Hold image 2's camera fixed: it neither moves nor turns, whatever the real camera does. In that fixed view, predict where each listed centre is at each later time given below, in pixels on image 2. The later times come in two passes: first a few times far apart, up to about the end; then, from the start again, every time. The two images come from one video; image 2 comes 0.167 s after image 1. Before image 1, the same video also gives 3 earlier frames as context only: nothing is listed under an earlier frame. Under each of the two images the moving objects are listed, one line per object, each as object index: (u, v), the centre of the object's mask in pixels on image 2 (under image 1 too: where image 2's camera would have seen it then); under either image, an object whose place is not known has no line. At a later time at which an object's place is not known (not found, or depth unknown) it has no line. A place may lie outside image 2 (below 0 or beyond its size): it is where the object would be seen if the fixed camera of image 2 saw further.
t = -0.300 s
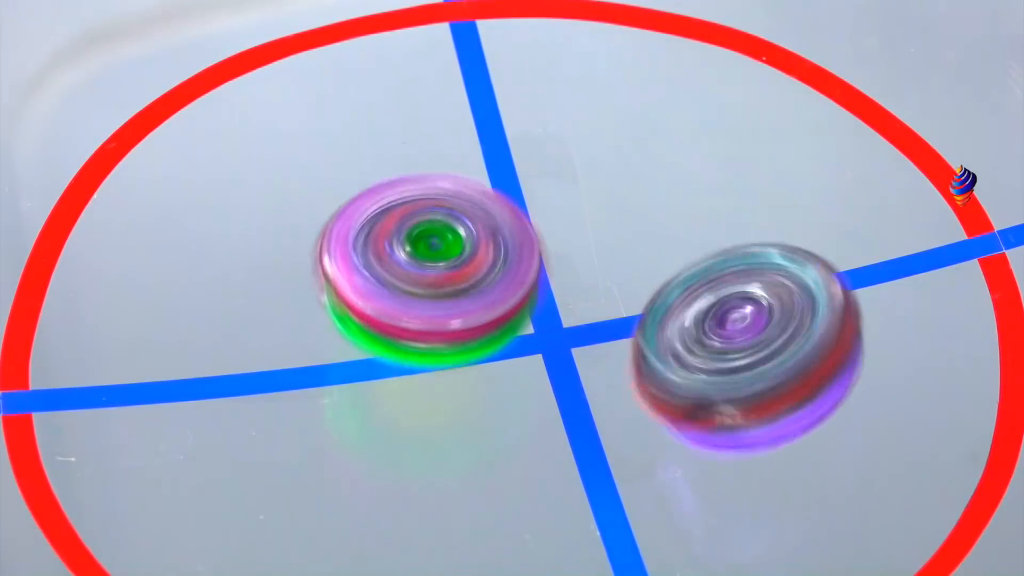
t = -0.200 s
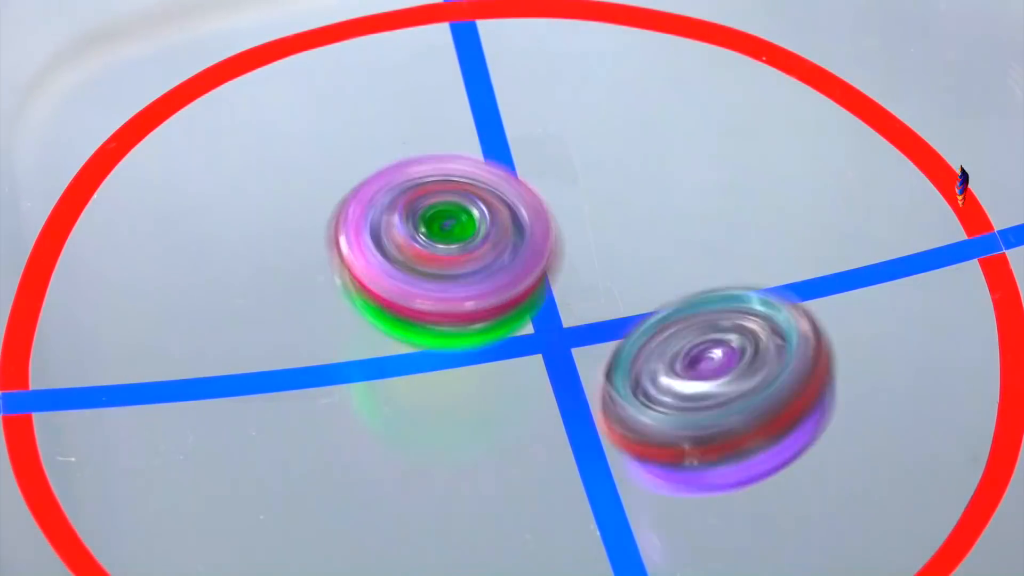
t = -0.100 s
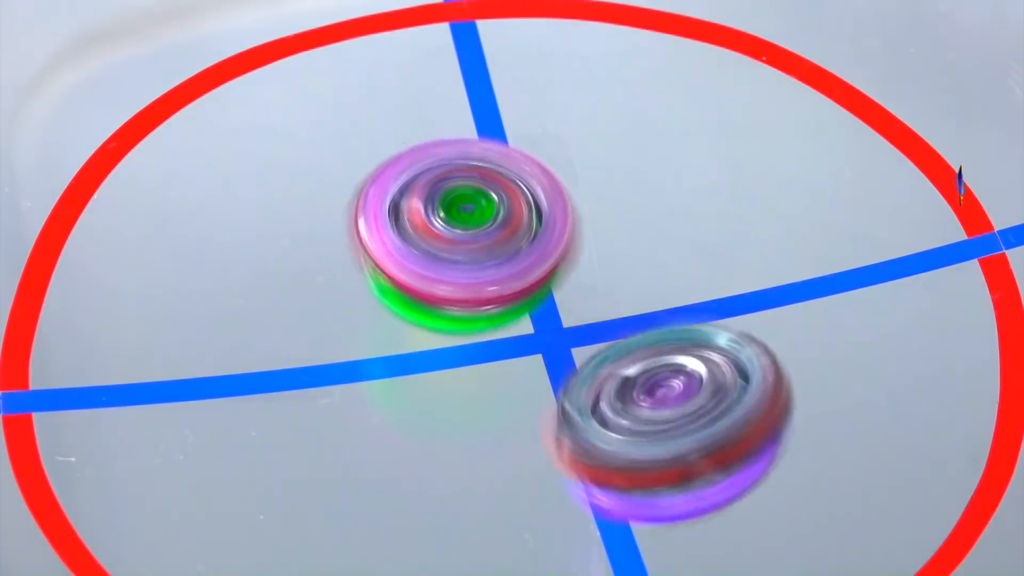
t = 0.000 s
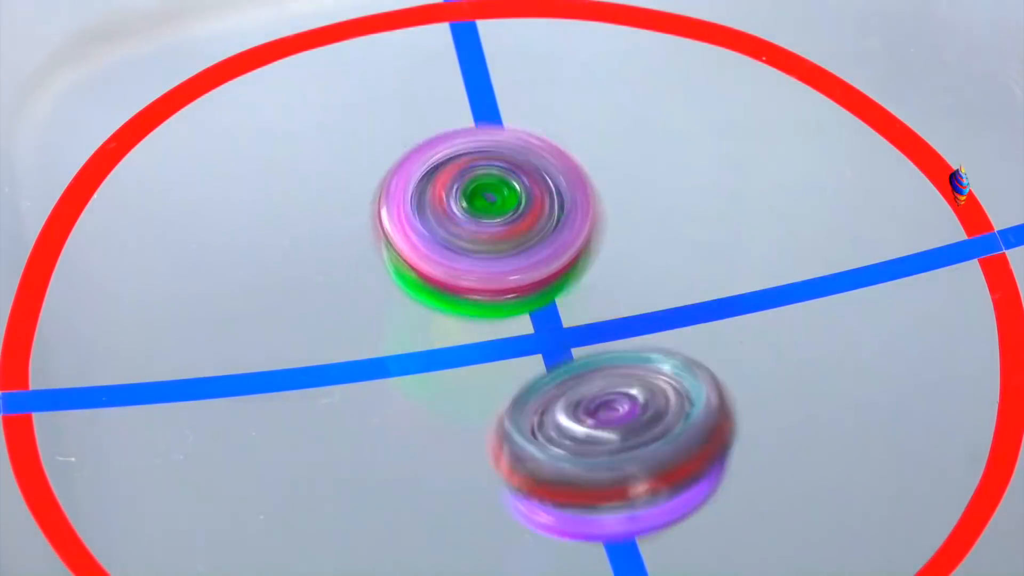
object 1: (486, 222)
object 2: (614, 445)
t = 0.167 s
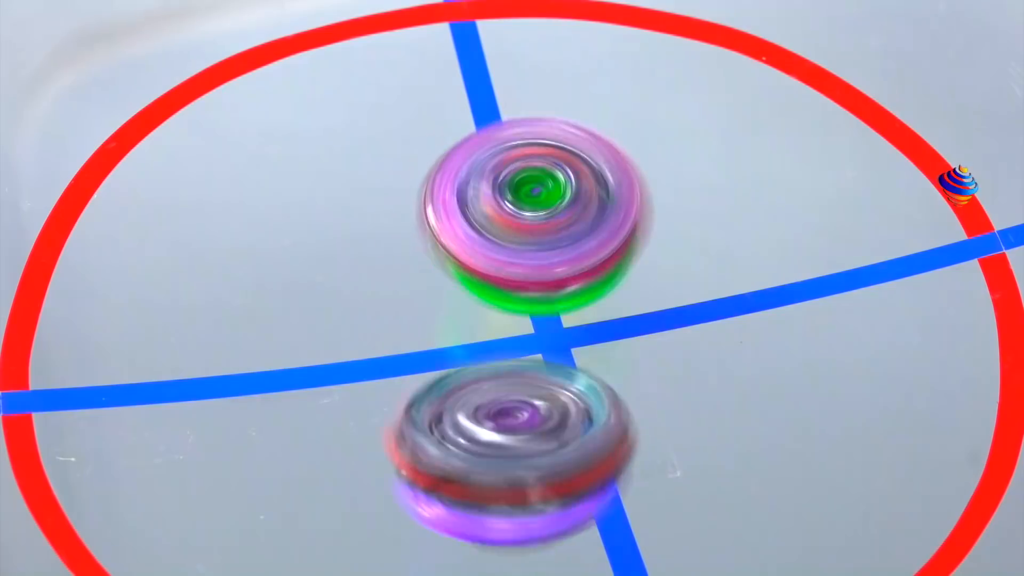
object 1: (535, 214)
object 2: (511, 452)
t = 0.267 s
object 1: (563, 217)
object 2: (451, 437)
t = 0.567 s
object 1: (629, 257)
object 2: (334, 332)
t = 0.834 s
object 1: (631, 311)
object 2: (345, 215)
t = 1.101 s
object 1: (585, 349)
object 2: (455, 138)
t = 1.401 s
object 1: (508, 349)
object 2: (624, 146)
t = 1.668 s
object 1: (466, 312)
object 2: (732, 230)
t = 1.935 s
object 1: (472, 266)
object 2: (732, 346)
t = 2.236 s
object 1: (526, 233)
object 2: (592, 433)
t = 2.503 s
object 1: (586, 241)
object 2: (436, 410)
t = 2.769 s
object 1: (627, 276)
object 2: (348, 312)
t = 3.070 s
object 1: (610, 318)
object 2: (391, 191)
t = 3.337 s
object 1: (564, 338)
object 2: (519, 140)
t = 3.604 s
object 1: (512, 328)
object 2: (661, 176)
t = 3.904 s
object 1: (483, 288)
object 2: (729, 289)
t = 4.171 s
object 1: (497, 253)
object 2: (656, 391)
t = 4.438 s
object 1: (540, 238)
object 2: (502, 420)
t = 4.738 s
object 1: (589, 254)
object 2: (373, 340)
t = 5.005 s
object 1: (613, 288)
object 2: (373, 232)
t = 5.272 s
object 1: (596, 322)
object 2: (476, 161)
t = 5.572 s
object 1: (550, 369)
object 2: (636, 166)
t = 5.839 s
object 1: (499, 366)
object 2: (711, 255)
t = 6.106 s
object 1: (405, 330)
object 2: (712, 346)
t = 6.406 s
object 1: (398, 249)
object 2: (555, 387)
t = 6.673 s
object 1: (463, 172)
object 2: (440, 352)
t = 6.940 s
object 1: (595, 138)
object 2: (402, 285)
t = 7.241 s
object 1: (730, 212)
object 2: (467, 219)
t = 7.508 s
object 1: (743, 330)
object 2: (552, 223)
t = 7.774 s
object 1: (644, 446)
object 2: (566, 242)
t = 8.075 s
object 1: (421, 440)
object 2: (561, 276)
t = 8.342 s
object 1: (307, 326)
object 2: (540, 277)
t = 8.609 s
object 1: (310, 193)
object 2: (592, 275)
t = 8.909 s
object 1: (504, 142)
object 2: (621, 291)
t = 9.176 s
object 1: (661, 187)
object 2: (604, 370)
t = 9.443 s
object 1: (725, 286)
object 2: (476, 415)
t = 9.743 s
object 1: (628, 361)
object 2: (380, 346)
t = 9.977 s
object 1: (606, 366)
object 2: (332, 218)
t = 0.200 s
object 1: (544, 215)
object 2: (489, 448)
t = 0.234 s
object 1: (553, 215)
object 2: (471, 444)
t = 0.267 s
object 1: (563, 217)
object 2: (451, 437)
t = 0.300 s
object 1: (572, 219)
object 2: (434, 429)
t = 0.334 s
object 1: (581, 222)
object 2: (418, 420)
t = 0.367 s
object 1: (589, 226)
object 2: (400, 410)
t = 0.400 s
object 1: (598, 230)
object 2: (385, 398)
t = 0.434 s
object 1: (606, 235)
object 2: (373, 387)
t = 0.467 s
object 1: (613, 240)
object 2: (361, 373)
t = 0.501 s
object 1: (620, 245)
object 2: (351, 360)
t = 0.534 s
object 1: (625, 251)
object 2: (342, 346)
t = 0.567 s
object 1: (629, 257)
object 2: (334, 332)
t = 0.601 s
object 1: (632, 263)
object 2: (328, 317)
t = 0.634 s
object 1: (634, 270)
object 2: (325, 301)
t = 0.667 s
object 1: (636, 277)
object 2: (326, 285)
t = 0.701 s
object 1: (636, 284)
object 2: (326, 270)
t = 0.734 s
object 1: (636, 291)
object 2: (329, 257)
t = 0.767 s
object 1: (635, 298)
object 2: (334, 243)
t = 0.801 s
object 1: (633, 304)
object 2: (338, 229)
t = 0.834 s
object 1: (631, 311)
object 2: (345, 215)
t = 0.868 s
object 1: (628, 317)
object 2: (355, 202)
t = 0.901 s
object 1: (624, 323)
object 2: (367, 191)
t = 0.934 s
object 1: (619, 328)
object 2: (380, 179)
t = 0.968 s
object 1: (613, 333)
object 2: (393, 169)
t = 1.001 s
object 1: (607, 338)
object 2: (408, 160)
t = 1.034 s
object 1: (601, 343)
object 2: (421, 153)
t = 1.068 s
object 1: (593, 346)
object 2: (437, 145)
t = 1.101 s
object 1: (585, 349)
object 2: (455, 138)
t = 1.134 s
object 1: (577, 352)
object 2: (474, 135)
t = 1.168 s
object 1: (568, 354)
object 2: (493, 132)
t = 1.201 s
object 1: (560, 356)
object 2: (511, 129)
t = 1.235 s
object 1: (551, 356)
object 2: (530, 130)
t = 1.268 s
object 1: (542, 356)
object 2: (548, 132)
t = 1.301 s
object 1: (533, 355)
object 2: (567, 133)
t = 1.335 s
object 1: (525, 353)
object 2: (588, 135)
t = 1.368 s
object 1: (516, 351)
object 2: (606, 141)
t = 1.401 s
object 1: (508, 349)
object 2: (624, 146)
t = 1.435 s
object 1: (501, 346)
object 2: (641, 154)
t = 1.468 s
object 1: (494, 342)
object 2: (658, 163)
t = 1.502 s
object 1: (488, 338)
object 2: (673, 174)
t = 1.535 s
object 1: (482, 333)
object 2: (686, 183)
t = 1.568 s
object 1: (477, 329)
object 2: (700, 193)
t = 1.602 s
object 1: (472, 324)
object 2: (713, 205)
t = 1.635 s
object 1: (469, 318)
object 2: (724, 218)
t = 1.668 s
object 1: (466, 312)
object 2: (732, 230)
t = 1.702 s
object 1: (464, 306)
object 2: (740, 245)
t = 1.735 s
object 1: (463, 300)
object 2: (745, 260)
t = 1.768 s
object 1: (462, 294)
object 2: (747, 275)
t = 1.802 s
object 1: (463, 288)
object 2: (747, 289)
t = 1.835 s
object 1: (464, 283)
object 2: (748, 303)
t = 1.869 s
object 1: (466, 277)
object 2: (745, 318)
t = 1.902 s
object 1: (469, 271)
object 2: (739, 333)
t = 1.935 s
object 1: (472, 266)
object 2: (732, 346)
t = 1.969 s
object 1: (476, 261)
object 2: (723, 361)
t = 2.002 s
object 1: (480, 256)
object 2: (712, 375)
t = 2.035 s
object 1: (485, 251)
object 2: (696, 387)
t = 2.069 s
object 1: (491, 247)
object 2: (682, 397)
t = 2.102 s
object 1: (497, 243)
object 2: (667, 407)
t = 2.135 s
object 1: (504, 240)
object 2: (651, 416)
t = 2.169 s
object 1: (511, 237)
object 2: (631, 424)
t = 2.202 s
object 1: (518, 235)
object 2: (612, 429)
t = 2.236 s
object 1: (526, 233)
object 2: (592, 433)
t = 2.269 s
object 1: (534, 232)
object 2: (572, 436)
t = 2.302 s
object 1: (541, 231)
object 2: (552, 438)
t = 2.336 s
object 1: (549, 231)
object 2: (529, 437)
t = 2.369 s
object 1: (557, 232)
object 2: (508, 435)
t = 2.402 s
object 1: (565, 233)
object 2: (489, 432)
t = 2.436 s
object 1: (572, 235)
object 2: (470, 426)
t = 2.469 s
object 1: (579, 238)
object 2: (453, 419)
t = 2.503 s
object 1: (586, 241)
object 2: (436, 410)
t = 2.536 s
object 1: (593, 244)
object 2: (420, 401)
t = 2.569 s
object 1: (600, 248)
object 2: (405, 390)
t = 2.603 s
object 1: (606, 252)
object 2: (391, 379)
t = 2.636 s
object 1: (611, 257)
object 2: (380, 368)
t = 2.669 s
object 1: (616, 261)
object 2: (370, 355)
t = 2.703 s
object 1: (621, 266)
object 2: (361, 341)
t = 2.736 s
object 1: (624, 271)
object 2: (353, 327)
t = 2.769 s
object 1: (627, 276)
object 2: (348, 312)
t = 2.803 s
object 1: (628, 281)
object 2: (345, 297)
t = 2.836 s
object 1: (630, 286)
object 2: (345, 282)
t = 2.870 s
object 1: (629, 291)
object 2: (347, 268)
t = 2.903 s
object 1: (628, 296)
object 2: (351, 254)
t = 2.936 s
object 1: (626, 300)
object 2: (356, 240)
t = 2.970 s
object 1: (623, 305)
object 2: (362, 227)
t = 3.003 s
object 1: (619, 309)
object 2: (370, 214)
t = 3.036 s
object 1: (615, 314)
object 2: (379, 202)
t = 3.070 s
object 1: (610, 318)
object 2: (391, 191)
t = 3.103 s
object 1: (605, 322)
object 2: (405, 181)
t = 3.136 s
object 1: (600, 326)
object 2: (418, 173)
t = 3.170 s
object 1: (595, 329)
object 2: (432, 165)
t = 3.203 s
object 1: (589, 332)
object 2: (447, 158)
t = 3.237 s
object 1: (583, 334)
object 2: (464, 151)
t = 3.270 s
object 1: (578, 336)
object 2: (481, 147)
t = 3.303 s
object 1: (571, 337)
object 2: (500, 142)
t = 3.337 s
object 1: (564, 338)
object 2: (519, 140)
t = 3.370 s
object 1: (557, 338)
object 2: (538, 140)
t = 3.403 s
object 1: (550, 338)
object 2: (557, 141)
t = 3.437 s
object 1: (542, 338)
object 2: (576, 142)
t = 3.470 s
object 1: (535, 337)
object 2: (595, 146)
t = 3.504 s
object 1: (529, 335)
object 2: (612, 151)
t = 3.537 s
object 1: (523, 333)
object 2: (629, 158)
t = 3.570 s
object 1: (517, 331)
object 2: (646, 166)
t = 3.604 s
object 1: (512, 328)
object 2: (661, 176)
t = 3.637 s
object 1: (506, 325)
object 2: (675, 186)
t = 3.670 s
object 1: (501, 321)
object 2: (687, 197)
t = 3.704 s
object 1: (496, 317)
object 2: (697, 209)
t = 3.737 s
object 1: (492, 312)
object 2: (706, 221)
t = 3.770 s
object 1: (489, 308)
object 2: (714, 234)
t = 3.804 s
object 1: (486, 303)
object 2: (721, 246)
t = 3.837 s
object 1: (485, 298)
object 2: (726, 260)
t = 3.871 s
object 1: (484, 293)
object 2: (729, 275)
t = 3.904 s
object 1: (483, 288)
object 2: (729, 289)
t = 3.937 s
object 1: (482, 283)
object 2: (727, 304)
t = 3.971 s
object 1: (482, 278)
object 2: (722, 318)
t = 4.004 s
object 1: (482, 273)
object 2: (716, 332)
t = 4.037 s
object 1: (484, 269)
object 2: (708, 345)
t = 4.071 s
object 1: (487, 265)
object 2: (697, 358)
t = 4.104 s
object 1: (490, 261)
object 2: (684, 370)
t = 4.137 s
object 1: (493, 257)
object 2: (671, 381)
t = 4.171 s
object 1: (497, 253)
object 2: (656, 391)
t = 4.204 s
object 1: (501, 250)
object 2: (640, 400)
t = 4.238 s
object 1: (505, 247)
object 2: (623, 408)
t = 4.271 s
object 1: (509, 245)
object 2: (604, 414)
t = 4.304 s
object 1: (515, 242)
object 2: (583, 418)
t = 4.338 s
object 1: (522, 240)
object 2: (563, 421)
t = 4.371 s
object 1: (529, 239)
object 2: (542, 422)
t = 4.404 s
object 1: (535, 238)
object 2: (522, 422)
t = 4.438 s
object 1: (540, 238)
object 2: (502, 420)
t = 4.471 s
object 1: (546, 238)
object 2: (483, 416)
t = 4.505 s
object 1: (552, 239)
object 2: (465, 410)
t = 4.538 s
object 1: (559, 240)
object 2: (449, 404)
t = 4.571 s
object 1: (565, 242)
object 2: (432, 396)
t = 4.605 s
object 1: (570, 244)
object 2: (418, 386)
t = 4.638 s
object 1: (574, 245)
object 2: (405, 376)
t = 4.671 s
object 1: (578, 248)
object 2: (392, 365)
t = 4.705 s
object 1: (583, 251)
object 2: (381, 353)
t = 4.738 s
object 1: (589, 254)
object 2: (373, 340)
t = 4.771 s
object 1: (595, 258)
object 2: (366, 327)
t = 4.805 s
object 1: (599, 261)
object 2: (361, 313)
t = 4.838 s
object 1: (602, 265)
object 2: (358, 299)
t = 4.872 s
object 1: (605, 269)
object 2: (357, 285)
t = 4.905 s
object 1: (607, 274)
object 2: (358, 271)
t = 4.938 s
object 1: (611, 279)
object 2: (361, 258)
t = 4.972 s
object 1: (613, 283)
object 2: (366, 245)
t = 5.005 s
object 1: (613, 288)
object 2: (373, 232)
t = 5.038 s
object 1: (612, 292)
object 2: (381, 220)
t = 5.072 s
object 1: (610, 297)
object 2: (392, 209)
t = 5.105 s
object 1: (609, 302)
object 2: (404, 198)
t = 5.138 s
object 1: (608, 307)
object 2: (416, 189)
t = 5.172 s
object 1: (606, 311)
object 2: (430, 181)
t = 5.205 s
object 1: (603, 315)
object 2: (444, 173)
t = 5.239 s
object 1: (599, 318)
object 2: (460, 167)
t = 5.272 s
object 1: (596, 322)
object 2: (476, 161)
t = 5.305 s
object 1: (593, 325)
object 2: (493, 157)
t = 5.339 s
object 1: (590, 328)
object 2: (511, 154)
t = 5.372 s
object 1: (584, 331)
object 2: (529, 152)
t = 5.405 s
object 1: (578, 333)
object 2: (548, 152)
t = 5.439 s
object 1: (572, 344)
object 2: (567, 151)
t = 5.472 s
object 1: (567, 354)
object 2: (587, 151)
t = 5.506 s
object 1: (562, 361)
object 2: (604, 154)
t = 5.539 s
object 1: (556, 365)
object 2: (621, 159)
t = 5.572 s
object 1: (550, 369)
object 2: (636, 166)
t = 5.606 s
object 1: (546, 371)
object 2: (650, 174)
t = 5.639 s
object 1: (540, 372)
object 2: (664, 183)
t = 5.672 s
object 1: (533, 373)
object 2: (676, 193)
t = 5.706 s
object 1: (525, 373)
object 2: (687, 204)
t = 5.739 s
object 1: (519, 372)
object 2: (695, 216)
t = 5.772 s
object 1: (513, 371)
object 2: (702, 228)
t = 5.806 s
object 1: (506, 369)
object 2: (708, 241)
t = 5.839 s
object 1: (499, 366)
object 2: (711, 255)
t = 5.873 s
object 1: (496, 362)
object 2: (712, 269)
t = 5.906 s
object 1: (480, 359)
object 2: (718, 281)
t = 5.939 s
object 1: (455, 357)
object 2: (730, 291)
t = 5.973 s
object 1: (440, 354)
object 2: (736, 302)
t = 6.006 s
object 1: (430, 351)
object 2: (735, 314)
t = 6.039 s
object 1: (421, 344)
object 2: (730, 325)
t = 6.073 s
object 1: (411, 337)
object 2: (722, 336)
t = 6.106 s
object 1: (405, 330)
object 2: (712, 346)
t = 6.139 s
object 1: (397, 322)
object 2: (699, 355)
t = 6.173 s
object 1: (392, 313)
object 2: (685, 363)
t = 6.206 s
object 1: (390, 305)
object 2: (668, 370)
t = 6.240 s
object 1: (388, 295)
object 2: (650, 377)
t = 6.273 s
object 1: (386, 286)
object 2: (630, 381)
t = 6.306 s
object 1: (389, 277)
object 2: (611, 384)
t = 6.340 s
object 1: (392, 268)
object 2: (592, 385)
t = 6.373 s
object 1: (394, 259)
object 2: (573, 386)
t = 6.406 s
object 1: (398, 249)
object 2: (555, 387)
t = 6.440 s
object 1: (402, 236)
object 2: (540, 388)
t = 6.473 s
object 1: (405, 225)
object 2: (524, 387)
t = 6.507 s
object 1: (412, 215)
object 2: (508, 383)
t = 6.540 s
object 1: (420, 206)
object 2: (491, 378)
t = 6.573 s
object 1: (428, 196)
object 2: (475, 372)
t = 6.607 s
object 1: (441, 188)
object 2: (461, 367)
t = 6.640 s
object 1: (452, 179)
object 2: (450, 361)
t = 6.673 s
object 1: (463, 172)
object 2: (440, 352)
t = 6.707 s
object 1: (478, 167)
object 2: (431, 344)
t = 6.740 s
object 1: (493, 161)
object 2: (422, 335)
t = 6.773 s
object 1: (511, 153)
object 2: (412, 331)
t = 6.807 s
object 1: (531, 145)
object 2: (404, 323)
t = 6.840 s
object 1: (546, 140)
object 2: (401, 314)
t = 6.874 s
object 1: (565, 138)
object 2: (400, 305)
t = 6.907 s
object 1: (581, 137)
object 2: (401, 295)
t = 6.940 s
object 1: (595, 138)
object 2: (402, 285)
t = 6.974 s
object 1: (614, 140)
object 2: (405, 275)
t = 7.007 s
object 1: (629, 144)
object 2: (410, 266)
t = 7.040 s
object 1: (645, 151)
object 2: (418, 257)
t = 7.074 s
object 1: (660, 157)
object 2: (428, 249)
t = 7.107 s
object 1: (670, 166)
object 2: (438, 241)
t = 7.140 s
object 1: (683, 177)
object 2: (447, 234)
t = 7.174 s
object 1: (694, 188)
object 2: (460, 229)
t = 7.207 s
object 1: (706, 200)
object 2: (467, 224)
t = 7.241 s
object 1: (730, 212)
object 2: (467, 219)
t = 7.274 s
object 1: (744, 225)
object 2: (473, 215)
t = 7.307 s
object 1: (754, 238)
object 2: (482, 214)
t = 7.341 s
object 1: (759, 253)
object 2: (495, 215)
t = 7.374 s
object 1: (759, 270)
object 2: (508, 214)
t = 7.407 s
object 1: (761, 283)
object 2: (519, 214)
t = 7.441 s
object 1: (756, 298)
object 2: (530, 217)
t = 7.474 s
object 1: (751, 314)
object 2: (542, 220)
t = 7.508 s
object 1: (743, 330)
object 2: (552, 223)
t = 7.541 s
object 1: (742, 355)
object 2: (552, 220)
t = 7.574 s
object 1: (739, 378)
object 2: (549, 216)
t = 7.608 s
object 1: (732, 396)
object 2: (552, 215)
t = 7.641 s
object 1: (723, 410)
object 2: (555, 217)
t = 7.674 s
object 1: (708, 421)
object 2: (558, 223)
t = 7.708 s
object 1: (688, 432)
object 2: (563, 229)
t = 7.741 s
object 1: (666, 441)
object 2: (566, 235)
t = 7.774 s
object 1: (644, 446)
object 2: (566, 242)
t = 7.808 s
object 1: (622, 451)
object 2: (567, 250)
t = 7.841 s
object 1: (596, 453)
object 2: (568, 256)
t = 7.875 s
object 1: (570, 454)
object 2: (566, 263)
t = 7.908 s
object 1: (545, 451)
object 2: (564, 268)
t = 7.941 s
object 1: (521, 449)
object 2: (564, 273)
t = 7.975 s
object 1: (491, 449)
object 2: (563, 275)
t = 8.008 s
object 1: (462, 450)
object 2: (563, 274)
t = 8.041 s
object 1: (440, 446)
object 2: (564, 274)
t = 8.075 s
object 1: (421, 440)
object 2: (561, 276)
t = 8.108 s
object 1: (399, 429)
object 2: (557, 278)
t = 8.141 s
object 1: (380, 418)
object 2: (554, 281)
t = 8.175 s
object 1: (363, 403)
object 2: (547, 282)
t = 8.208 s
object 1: (347, 390)
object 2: (542, 283)
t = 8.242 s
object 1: (330, 375)
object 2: (546, 281)
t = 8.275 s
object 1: (319, 359)
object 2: (542, 280)
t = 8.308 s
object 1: (311, 342)
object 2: (541, 279)
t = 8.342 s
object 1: (307, 326)
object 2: (540, 277)
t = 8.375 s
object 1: (303, 307)
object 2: (536, 275)
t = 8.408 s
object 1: (296, 288)
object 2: (542, 276)
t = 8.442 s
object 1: (284, 269)
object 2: (558, 276)
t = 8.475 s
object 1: (281, 251)
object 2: (569, 276)
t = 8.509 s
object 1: (282, 235)
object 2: (577, 276)
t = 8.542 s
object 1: (287, 220)
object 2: (580, 276)
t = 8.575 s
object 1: (300, 208)
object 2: (587, 276)
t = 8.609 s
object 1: (310, 193)
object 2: (592, 275)
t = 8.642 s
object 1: (326, 181)
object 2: (598, 276)
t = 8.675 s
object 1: (343, 172)
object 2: (602, 277)
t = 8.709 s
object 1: (364, 160)
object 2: (604, 278)
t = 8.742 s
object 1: (382, 154)
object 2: (611, 280)
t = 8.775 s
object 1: (405, 147)
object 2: (612, 281)
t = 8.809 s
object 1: (433, 144)
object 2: (617, 283)
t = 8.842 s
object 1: (455, 140)
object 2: (617, 285)
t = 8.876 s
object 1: (479, 139)
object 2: (617, 288)
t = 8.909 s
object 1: (504, 142)
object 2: (621, 291)
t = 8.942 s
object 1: (529, 137)
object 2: (623, 303)
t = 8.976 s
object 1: (548, 137)
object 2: (626, 318)
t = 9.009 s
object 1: (569, 139)
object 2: (624, 329)
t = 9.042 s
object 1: (593, 143)
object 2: (625, 336)
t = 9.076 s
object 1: (606, 151)
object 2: (622, 342)
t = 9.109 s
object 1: (625, 163)
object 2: (621, 348)
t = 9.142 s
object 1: (643, 177)
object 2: (615, 355)
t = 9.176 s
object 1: (661, 187)
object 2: (604, 370)
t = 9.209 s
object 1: (674, 199)
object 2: (594, 378)
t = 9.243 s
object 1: (684, 214)
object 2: (587, 384)
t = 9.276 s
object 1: (694, 229)
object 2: (576, 391)
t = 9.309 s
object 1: (699, 243)
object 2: (559, 400)
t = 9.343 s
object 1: (705, 257)
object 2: (547, 403)
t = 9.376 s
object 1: (708, 269)
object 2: (536, 404)
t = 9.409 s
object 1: (714, 281)
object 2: (508, 411)
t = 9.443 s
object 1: (725, 286)
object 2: (476, 415)
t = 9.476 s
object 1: (726, 294)
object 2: (453, 415)
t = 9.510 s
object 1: (720, 303)
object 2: (440, 411)
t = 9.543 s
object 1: (712, 315)
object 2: (423, 406)
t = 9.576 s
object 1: (702, 325)
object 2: (413, 399)
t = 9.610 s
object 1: (691, 334)
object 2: (403, 390)
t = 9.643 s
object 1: (676, 342)
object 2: (395, 380)
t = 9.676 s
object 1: (660, 350)
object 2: (387, 369)
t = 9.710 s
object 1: (644, 355)
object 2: (383, 357)
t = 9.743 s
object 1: (628, 361)
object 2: (380, 346)
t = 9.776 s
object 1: (636, 369)
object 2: (354, 324)
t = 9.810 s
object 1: (642, 374)
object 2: (334, 303)
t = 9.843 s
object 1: (642, 376)
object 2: (322, 283)
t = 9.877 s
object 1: (636, 376)
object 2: (316, 264)
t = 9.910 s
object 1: (628, 374)
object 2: (318, 247)
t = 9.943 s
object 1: (618, 370)
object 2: (323, 232)
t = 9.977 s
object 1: (606, 366)
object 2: (332, 218)
